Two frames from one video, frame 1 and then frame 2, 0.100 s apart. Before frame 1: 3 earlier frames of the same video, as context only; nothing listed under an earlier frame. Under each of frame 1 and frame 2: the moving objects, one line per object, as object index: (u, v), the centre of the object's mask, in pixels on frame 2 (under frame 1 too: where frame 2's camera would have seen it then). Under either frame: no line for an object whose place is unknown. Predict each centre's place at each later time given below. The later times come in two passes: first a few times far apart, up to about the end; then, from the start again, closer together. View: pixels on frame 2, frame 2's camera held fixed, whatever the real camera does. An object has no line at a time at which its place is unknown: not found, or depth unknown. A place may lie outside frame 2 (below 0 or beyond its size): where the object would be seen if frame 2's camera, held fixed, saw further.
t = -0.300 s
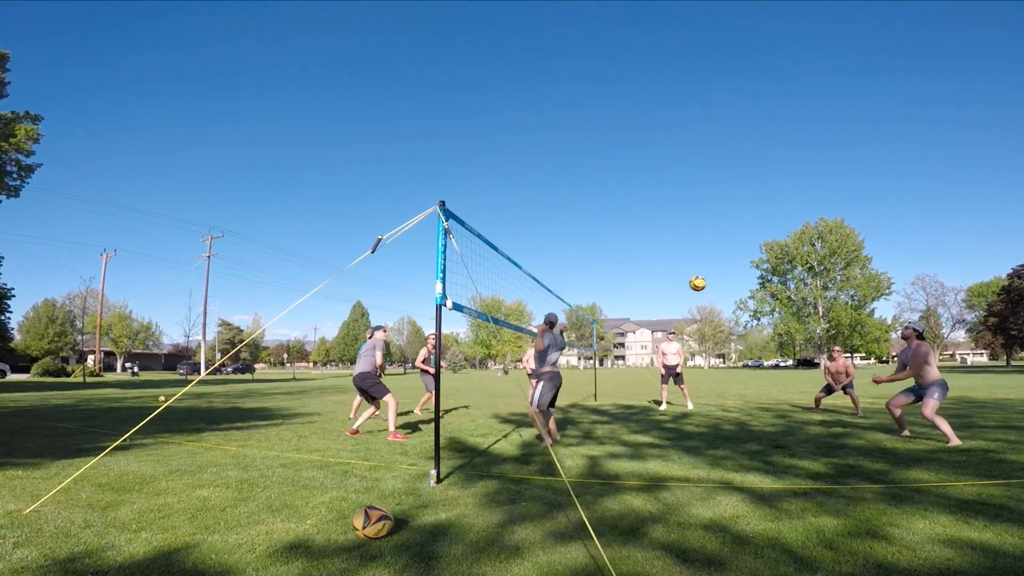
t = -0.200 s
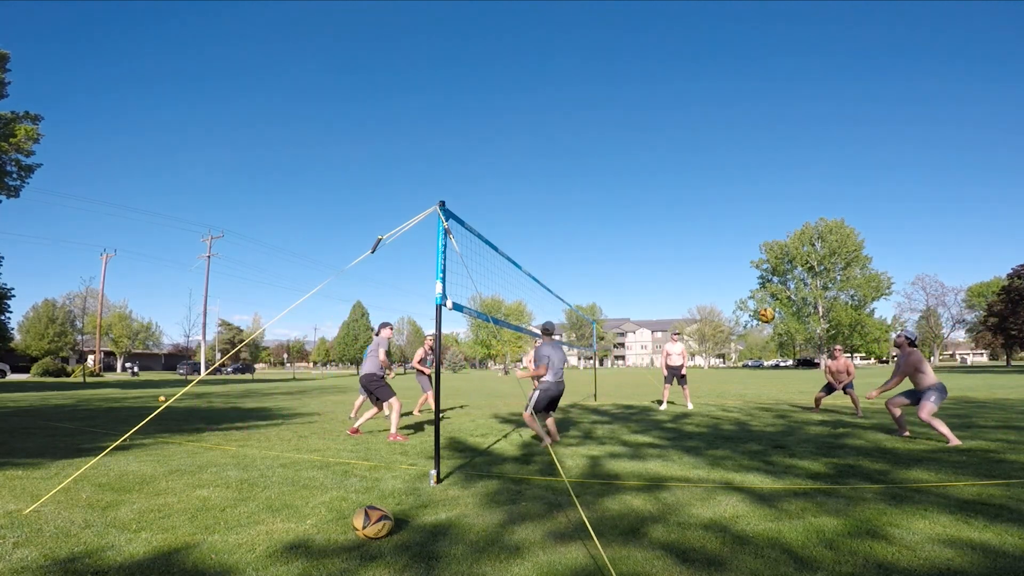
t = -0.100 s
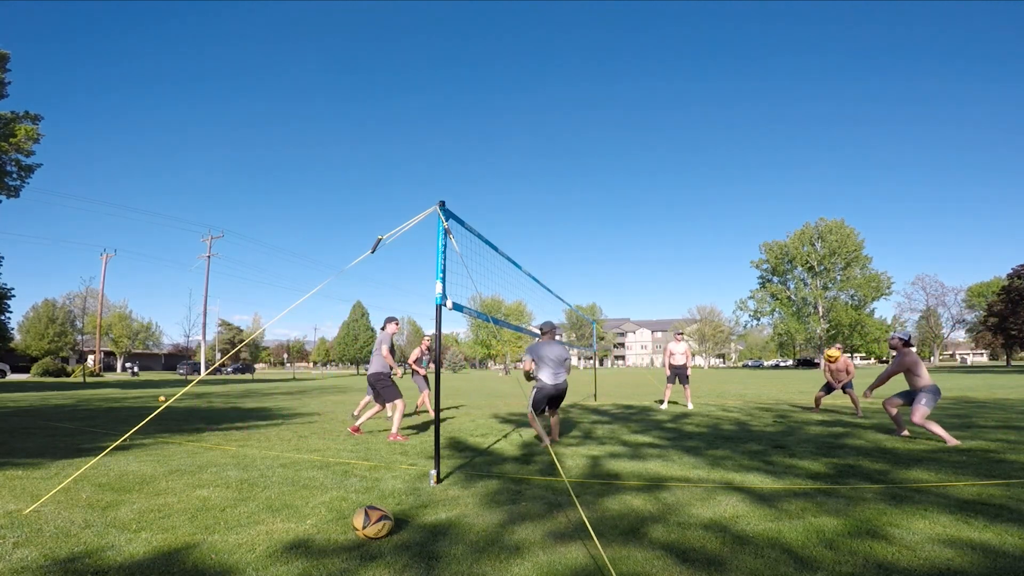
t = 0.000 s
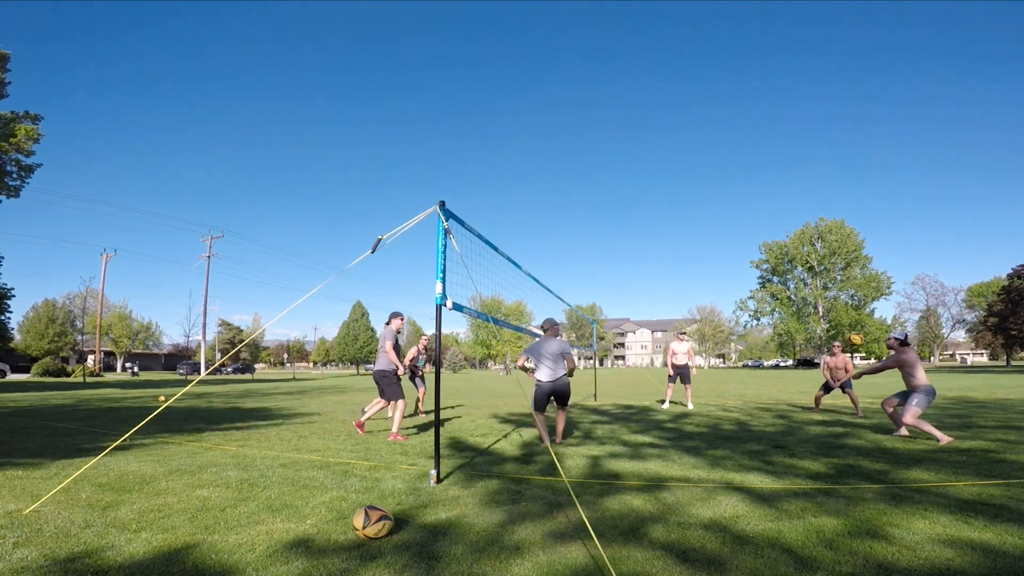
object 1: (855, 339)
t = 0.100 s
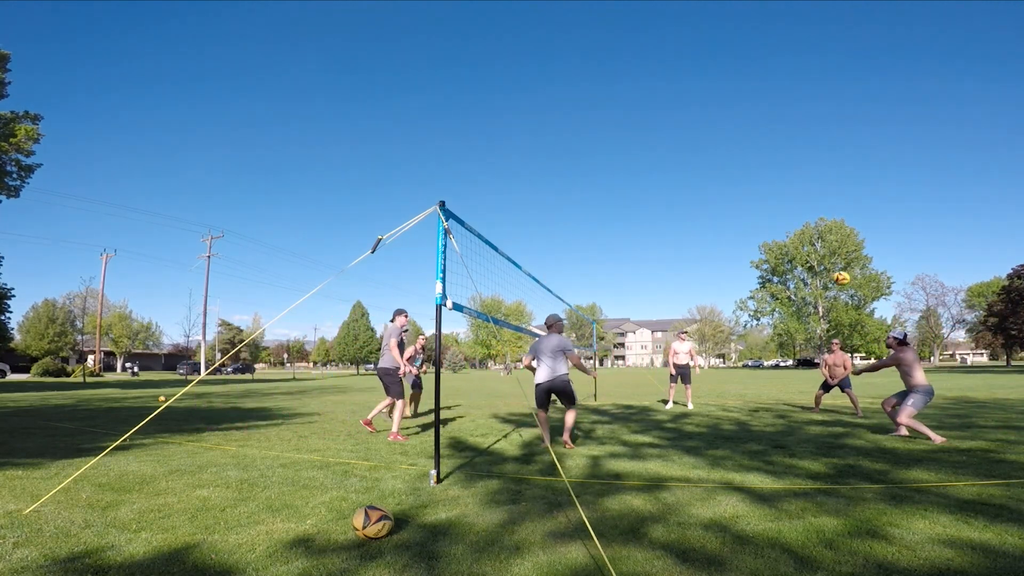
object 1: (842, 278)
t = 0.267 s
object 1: (818, 205)
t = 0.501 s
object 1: (792, 146)
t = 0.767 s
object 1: (773, 119)
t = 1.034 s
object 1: (764, 122)
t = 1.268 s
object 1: (763, 148)
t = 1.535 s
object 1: (766, 205)
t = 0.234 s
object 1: (822, 217)
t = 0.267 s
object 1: (818, 205)
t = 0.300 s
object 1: (814, 194)
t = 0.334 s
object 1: (810, 184)
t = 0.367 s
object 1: (806, 174)
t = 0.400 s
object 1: (802, 166)
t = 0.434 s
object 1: (799, 159)
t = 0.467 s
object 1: (795, 152)
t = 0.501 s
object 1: (792, 146)
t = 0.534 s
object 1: (789, 140)
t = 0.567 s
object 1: (786, 135)
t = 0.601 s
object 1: (784, 132)
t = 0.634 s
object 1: (781, 128)
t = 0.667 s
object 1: (779, 125)
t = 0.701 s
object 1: (776, 122)
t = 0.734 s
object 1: (775, 120)
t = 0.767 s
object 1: (773, 119)
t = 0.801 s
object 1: (772, 118)
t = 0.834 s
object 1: (770, 117)
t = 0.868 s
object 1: (769, 117)
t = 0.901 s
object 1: (768, 117)
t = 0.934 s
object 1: (767, 118)
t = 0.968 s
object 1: (766, 119)
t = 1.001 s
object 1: (765, 121)
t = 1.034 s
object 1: (764, 122)
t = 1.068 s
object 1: (764, 125)
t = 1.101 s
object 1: (764, 128)
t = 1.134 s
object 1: (763, 131)
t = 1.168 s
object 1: (763, 134)
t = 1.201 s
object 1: (763, 138)
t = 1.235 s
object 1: (763, 143)
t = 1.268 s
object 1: (763, 148)
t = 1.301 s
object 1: (764, 153)
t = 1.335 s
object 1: (764, 159)
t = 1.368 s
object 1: (764, 165)
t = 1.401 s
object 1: (765, 172)
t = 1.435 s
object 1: (765, 180)
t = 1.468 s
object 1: (765, 187)
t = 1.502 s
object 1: (766, 196)
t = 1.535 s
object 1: (766, 205)
